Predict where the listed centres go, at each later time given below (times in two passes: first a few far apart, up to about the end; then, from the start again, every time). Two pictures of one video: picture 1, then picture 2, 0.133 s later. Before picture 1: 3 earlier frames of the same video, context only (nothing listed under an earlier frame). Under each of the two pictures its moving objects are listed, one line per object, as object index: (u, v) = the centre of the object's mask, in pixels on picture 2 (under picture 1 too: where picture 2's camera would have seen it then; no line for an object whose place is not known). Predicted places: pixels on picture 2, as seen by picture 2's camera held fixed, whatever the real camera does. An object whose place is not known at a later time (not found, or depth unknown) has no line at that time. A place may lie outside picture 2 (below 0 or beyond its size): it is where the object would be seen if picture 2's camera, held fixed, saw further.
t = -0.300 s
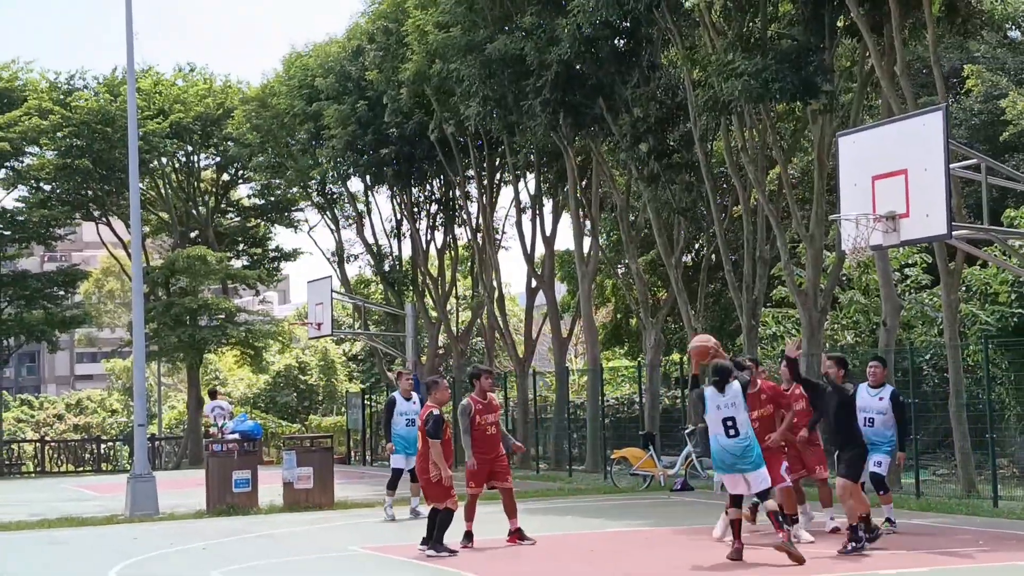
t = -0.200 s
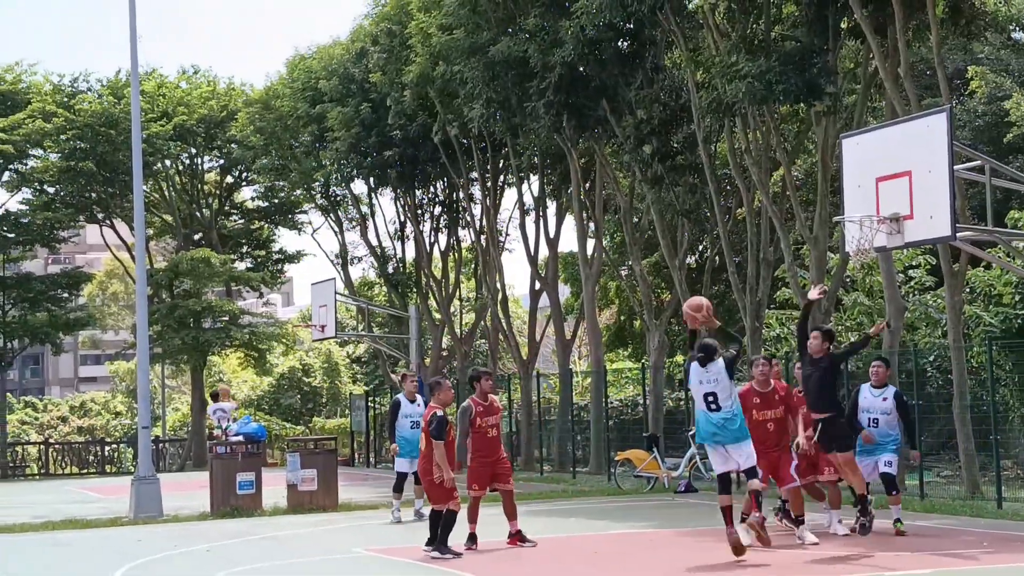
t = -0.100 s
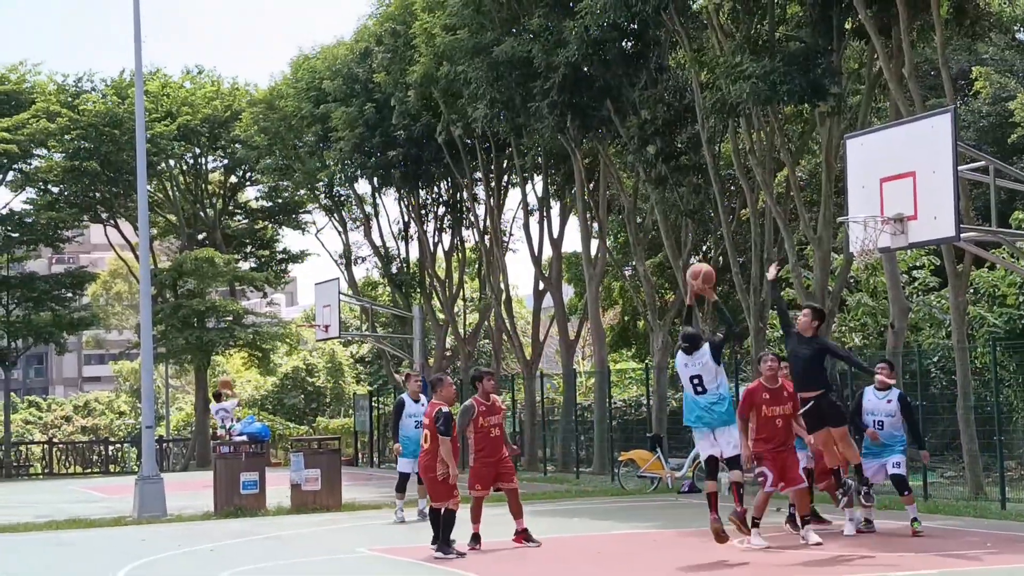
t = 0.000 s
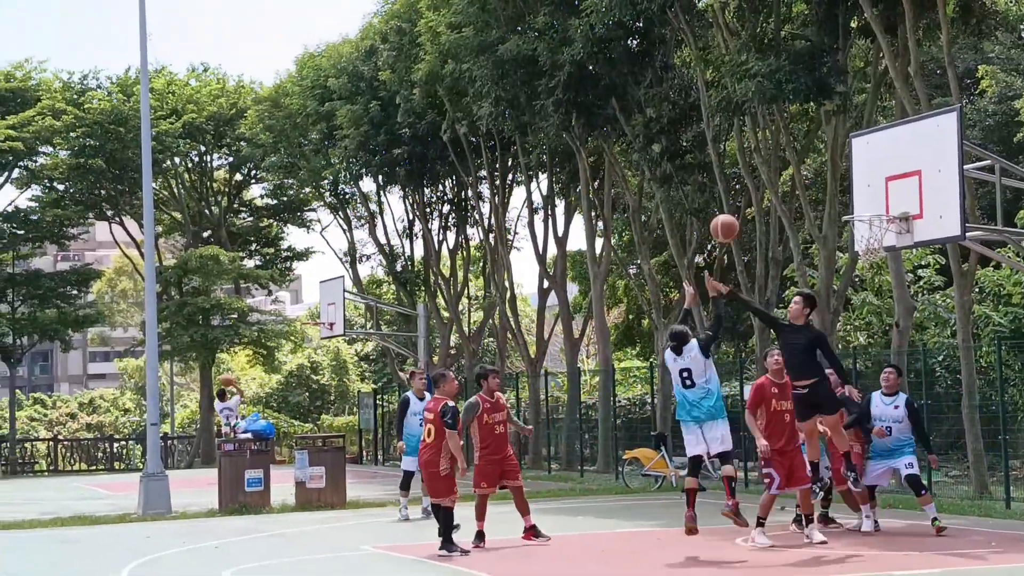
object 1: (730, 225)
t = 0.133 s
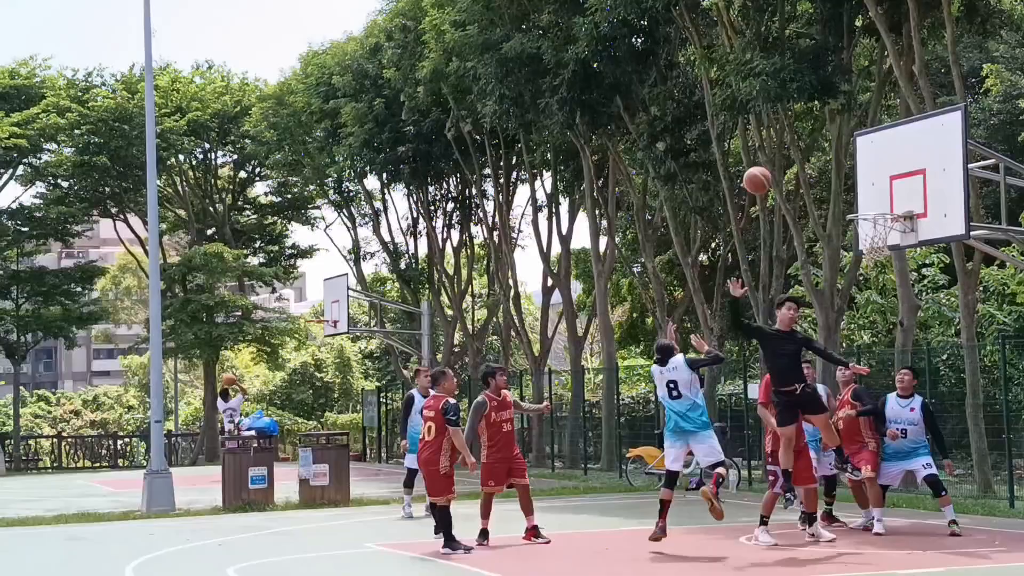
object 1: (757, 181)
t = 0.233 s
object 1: (778, 160)
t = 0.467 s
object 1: (825, 154)
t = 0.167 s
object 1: (764, 172)
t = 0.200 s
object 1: (771, 166)
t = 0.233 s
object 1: (778, 160)
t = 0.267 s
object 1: (784, 155)
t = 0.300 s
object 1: (791, 152)
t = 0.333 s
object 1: (797, 150)
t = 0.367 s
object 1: (804, 150)
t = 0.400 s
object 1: (812, 150)
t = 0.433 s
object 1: (818, 152)
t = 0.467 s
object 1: (825, 154)
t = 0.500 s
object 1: (831, 159)
